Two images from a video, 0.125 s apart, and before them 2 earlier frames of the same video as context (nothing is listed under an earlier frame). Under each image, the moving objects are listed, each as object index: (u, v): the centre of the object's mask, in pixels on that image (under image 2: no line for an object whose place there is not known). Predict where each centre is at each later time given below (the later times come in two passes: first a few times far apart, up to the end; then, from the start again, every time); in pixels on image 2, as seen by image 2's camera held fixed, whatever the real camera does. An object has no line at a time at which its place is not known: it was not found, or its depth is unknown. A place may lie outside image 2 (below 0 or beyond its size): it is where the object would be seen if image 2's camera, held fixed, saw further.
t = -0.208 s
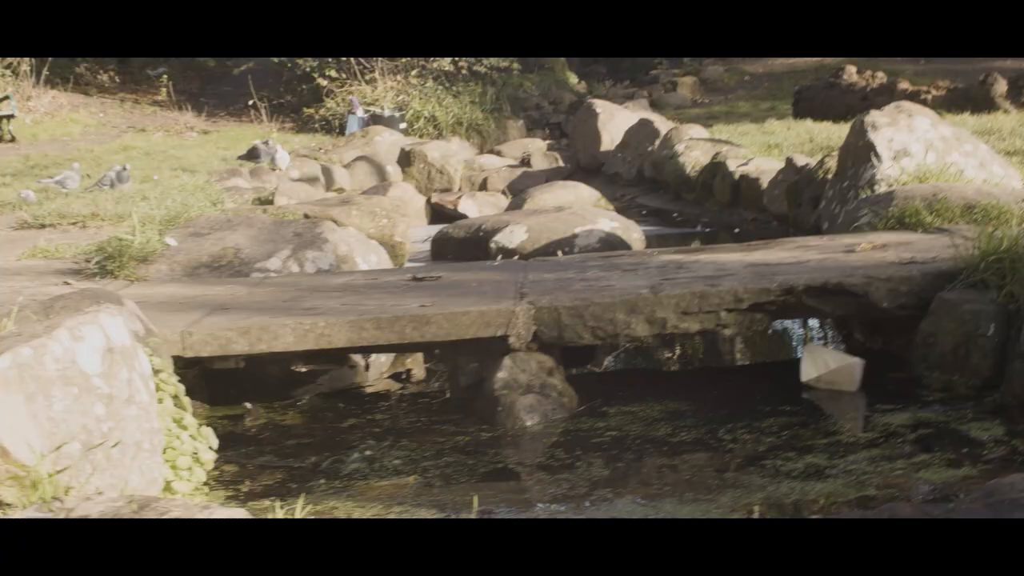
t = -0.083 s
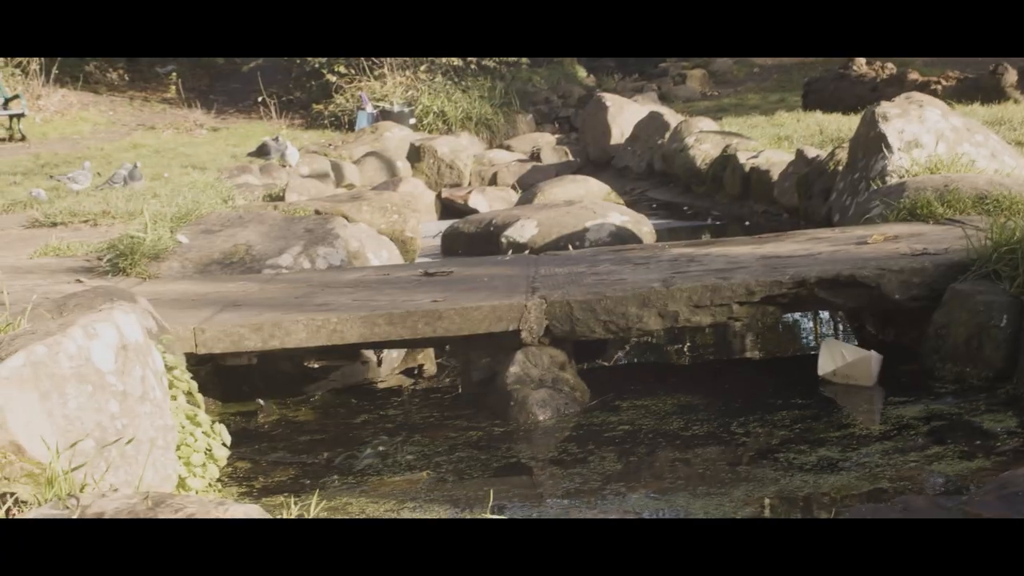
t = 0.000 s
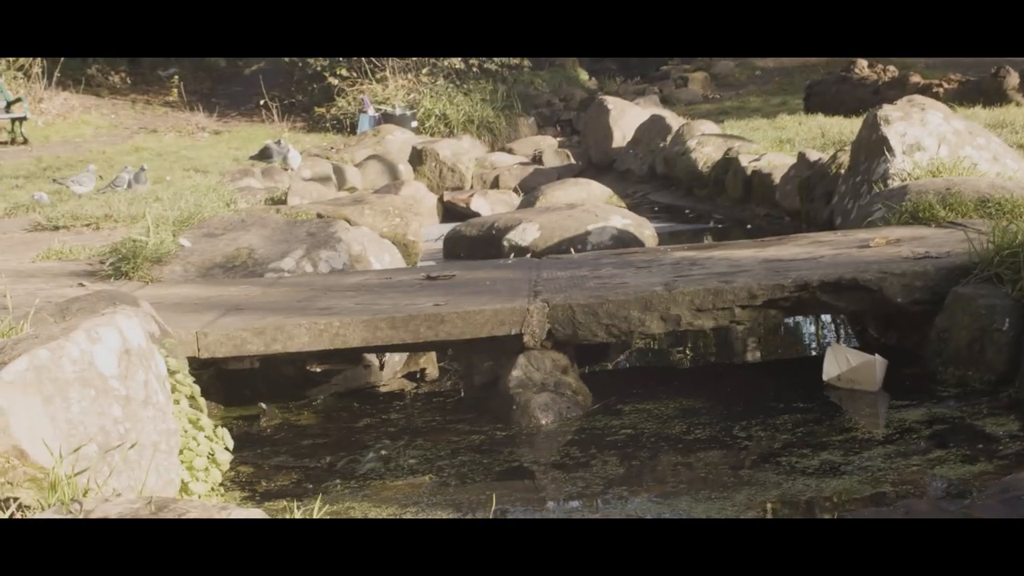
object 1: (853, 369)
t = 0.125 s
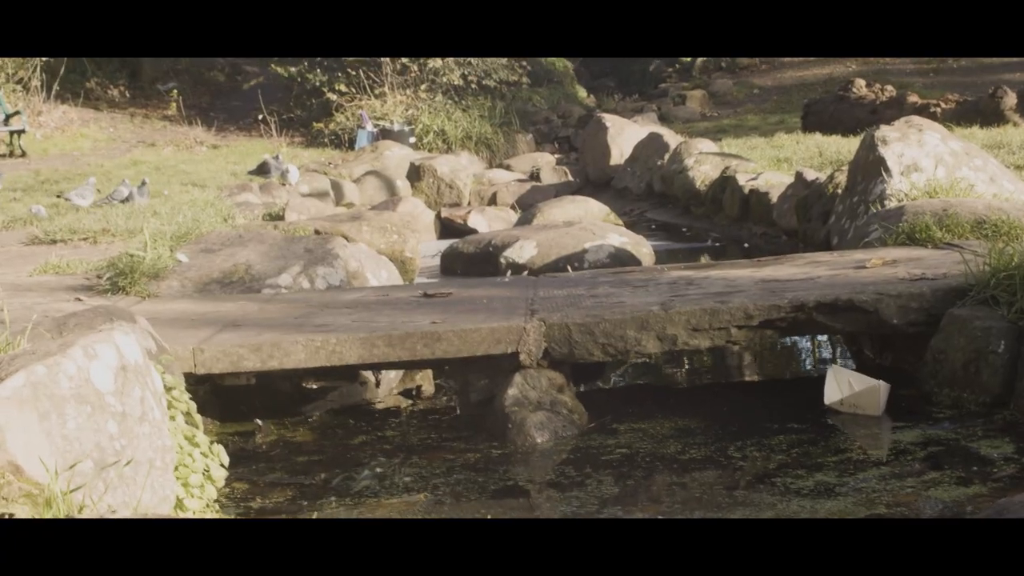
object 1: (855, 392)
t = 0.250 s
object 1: (861, 395)
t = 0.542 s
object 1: (880, 404)
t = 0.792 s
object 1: (892, 410)
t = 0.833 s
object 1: (893, 410)
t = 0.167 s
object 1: (857, 393)
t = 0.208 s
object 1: (859, 394)
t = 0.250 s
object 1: (861, 395)
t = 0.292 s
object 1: (863, 396)
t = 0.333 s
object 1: (868, 398)
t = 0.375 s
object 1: (870, 400)
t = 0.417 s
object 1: (872, 401)
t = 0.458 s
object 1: (875, 402)
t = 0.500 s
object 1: (878, 403)
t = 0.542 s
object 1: (880, 404)
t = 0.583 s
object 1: (885, 407)
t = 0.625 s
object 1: (887, 407)
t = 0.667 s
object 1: (888, 408)
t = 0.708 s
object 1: (890, 409)
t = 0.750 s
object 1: (891, 409)
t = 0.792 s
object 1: (892, 410)
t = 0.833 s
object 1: (893, 410)
